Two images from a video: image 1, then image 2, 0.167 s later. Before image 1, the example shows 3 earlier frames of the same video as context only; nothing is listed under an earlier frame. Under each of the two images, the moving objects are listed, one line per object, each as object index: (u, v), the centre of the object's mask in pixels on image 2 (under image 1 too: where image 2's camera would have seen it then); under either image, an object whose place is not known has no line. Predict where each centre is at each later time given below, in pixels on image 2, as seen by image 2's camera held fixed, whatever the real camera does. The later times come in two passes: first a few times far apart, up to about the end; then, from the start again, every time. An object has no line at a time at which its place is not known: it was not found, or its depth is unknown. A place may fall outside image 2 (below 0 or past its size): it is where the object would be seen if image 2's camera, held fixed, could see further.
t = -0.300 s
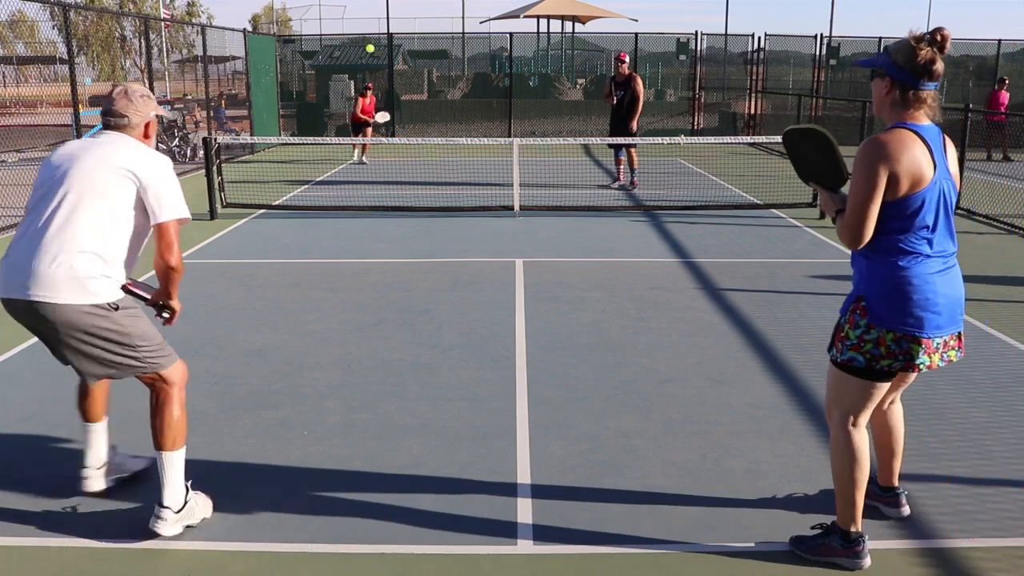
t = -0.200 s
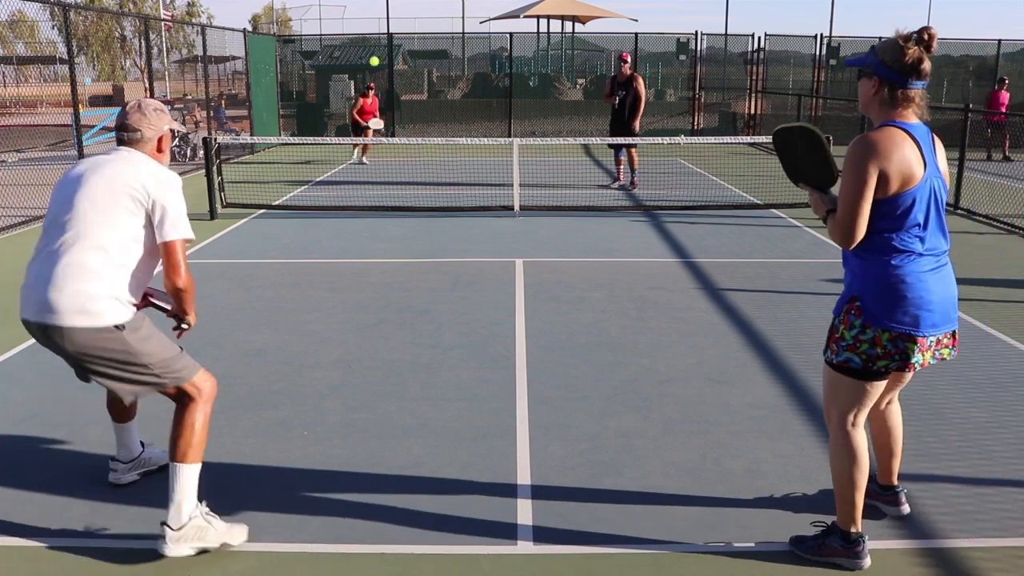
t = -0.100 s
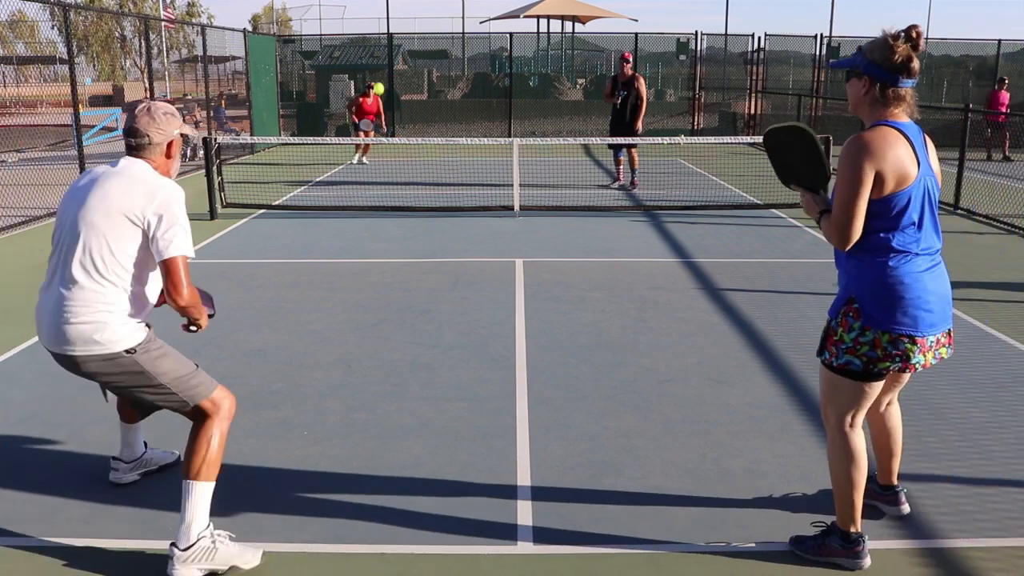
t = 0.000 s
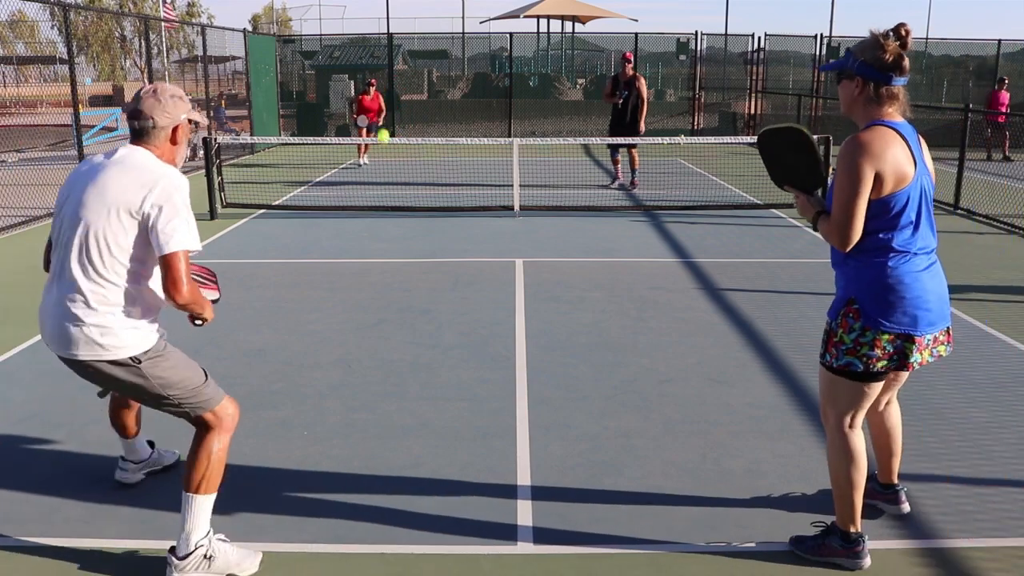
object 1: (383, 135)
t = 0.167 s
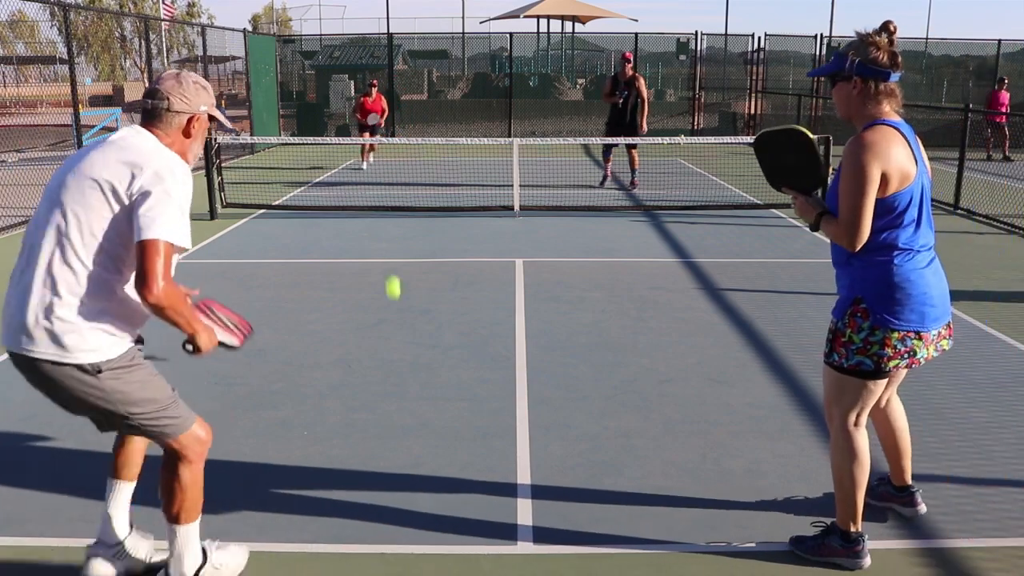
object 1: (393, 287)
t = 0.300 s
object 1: (399, 393)
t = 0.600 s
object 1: (383, 336)
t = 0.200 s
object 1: (396, 332)
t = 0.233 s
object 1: (398, 383)
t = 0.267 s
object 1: (400, 409)
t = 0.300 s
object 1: (399, 393)
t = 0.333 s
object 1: (397, 378)
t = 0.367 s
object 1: (396, 365)
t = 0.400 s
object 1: (394, 354)
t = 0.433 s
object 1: (393, 344)
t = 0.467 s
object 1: (391, 337)
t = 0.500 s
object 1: (389, 332)
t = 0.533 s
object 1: (387, 330)
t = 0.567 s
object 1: (386, 331)
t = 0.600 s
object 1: (383, 336)
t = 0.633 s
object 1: (382, 344)
